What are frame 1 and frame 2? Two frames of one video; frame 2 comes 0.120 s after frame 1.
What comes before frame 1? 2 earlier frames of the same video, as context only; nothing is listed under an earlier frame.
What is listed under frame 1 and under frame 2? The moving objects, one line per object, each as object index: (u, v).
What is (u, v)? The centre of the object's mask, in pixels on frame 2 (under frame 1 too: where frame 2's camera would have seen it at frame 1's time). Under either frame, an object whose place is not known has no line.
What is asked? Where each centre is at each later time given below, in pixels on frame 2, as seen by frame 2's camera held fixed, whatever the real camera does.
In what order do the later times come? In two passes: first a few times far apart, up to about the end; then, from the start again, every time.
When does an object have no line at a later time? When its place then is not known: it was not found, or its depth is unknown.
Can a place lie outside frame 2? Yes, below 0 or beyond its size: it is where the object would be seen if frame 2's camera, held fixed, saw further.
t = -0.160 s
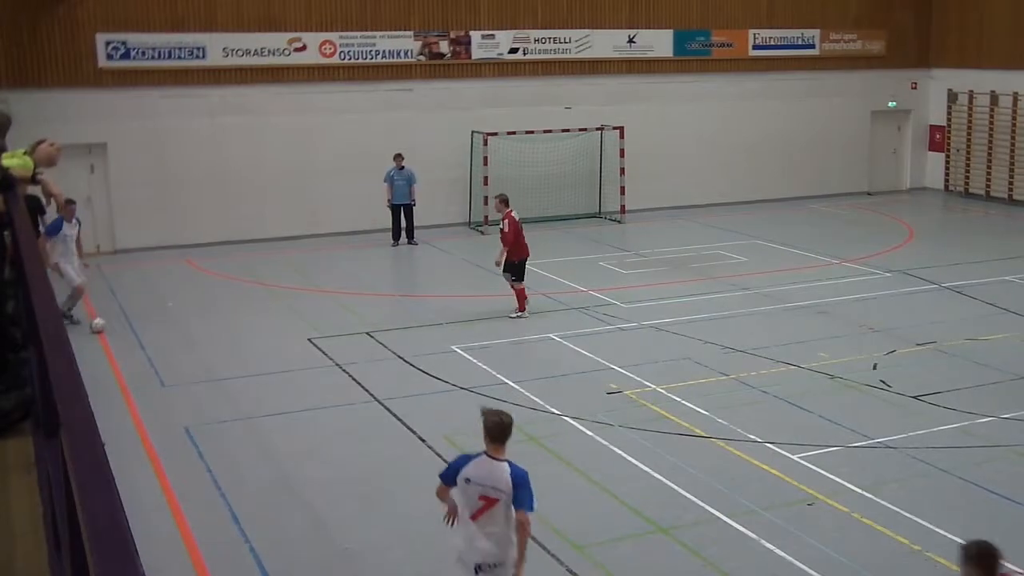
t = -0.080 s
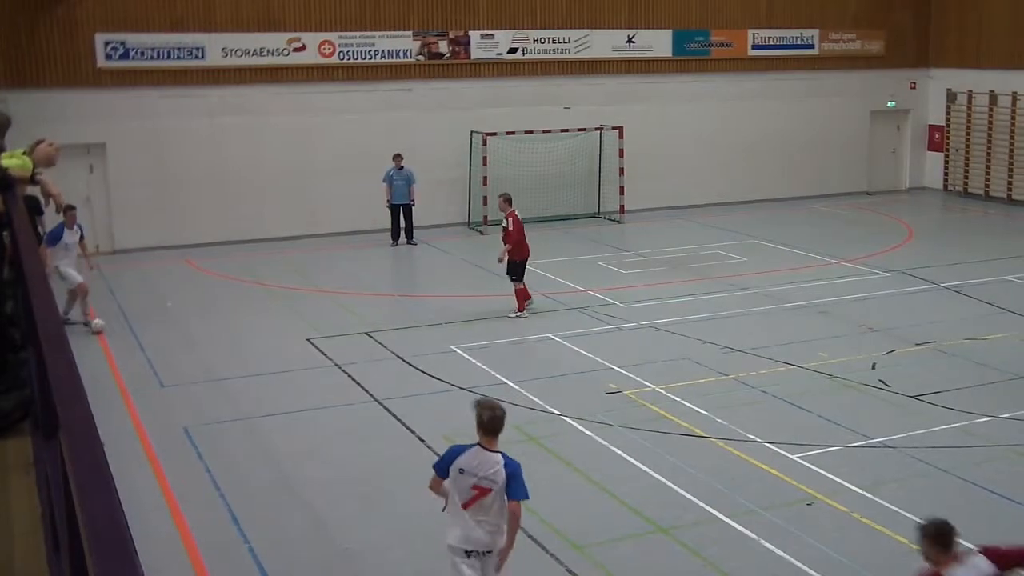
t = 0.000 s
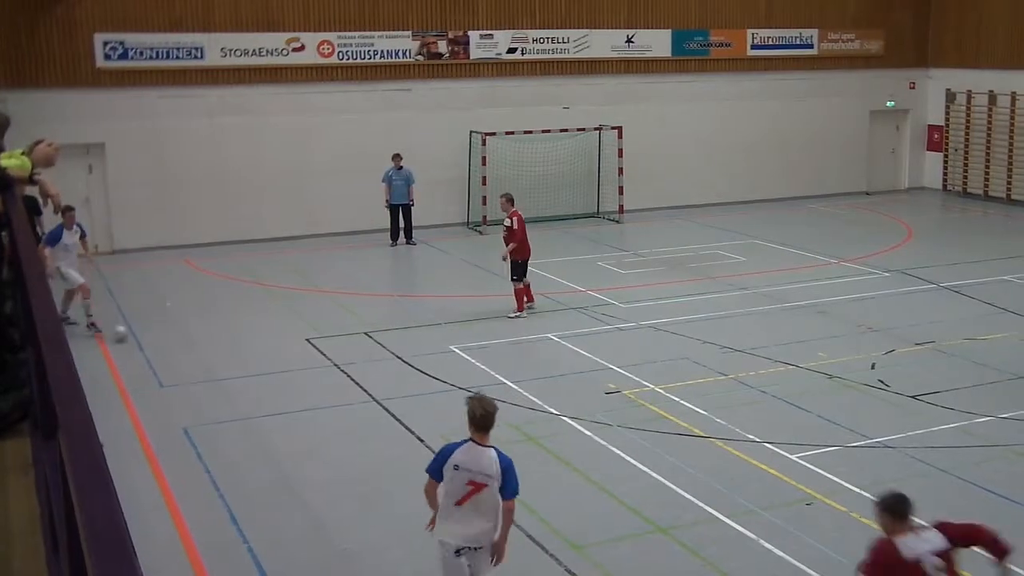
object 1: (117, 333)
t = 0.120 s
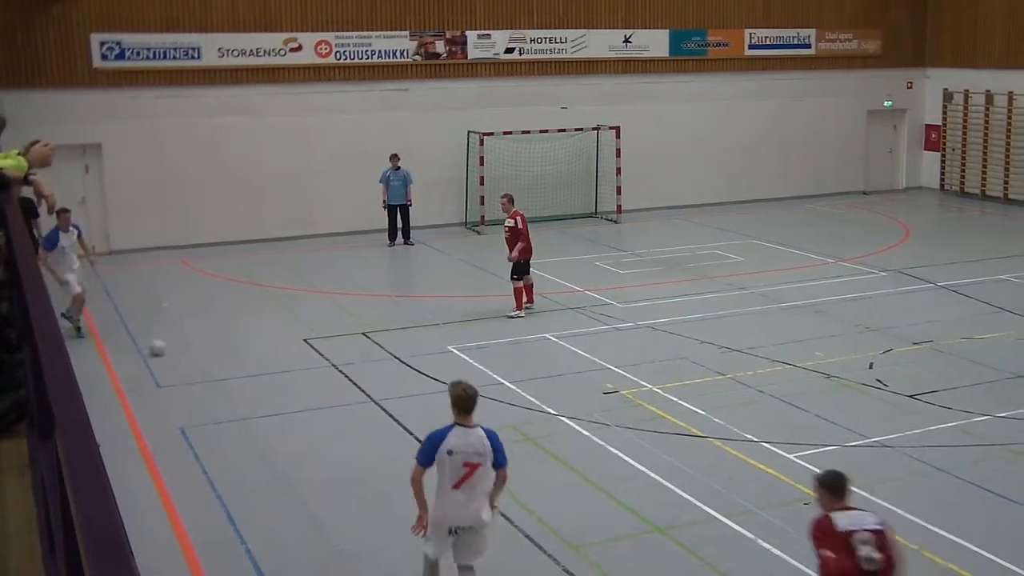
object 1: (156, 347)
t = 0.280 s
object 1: (204, 363)
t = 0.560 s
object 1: (290, 391)
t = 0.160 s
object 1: (168, 350)
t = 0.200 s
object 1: (180, 355)
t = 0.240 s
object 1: (193, 359)
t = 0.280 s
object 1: (204, 363)
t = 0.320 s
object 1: (218, 367)
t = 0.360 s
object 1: (230, 371)
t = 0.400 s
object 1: (242, 375)
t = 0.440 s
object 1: (253, 379)
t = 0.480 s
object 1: (265, 383)
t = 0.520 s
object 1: (277, 387)
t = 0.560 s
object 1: (290, 391)
